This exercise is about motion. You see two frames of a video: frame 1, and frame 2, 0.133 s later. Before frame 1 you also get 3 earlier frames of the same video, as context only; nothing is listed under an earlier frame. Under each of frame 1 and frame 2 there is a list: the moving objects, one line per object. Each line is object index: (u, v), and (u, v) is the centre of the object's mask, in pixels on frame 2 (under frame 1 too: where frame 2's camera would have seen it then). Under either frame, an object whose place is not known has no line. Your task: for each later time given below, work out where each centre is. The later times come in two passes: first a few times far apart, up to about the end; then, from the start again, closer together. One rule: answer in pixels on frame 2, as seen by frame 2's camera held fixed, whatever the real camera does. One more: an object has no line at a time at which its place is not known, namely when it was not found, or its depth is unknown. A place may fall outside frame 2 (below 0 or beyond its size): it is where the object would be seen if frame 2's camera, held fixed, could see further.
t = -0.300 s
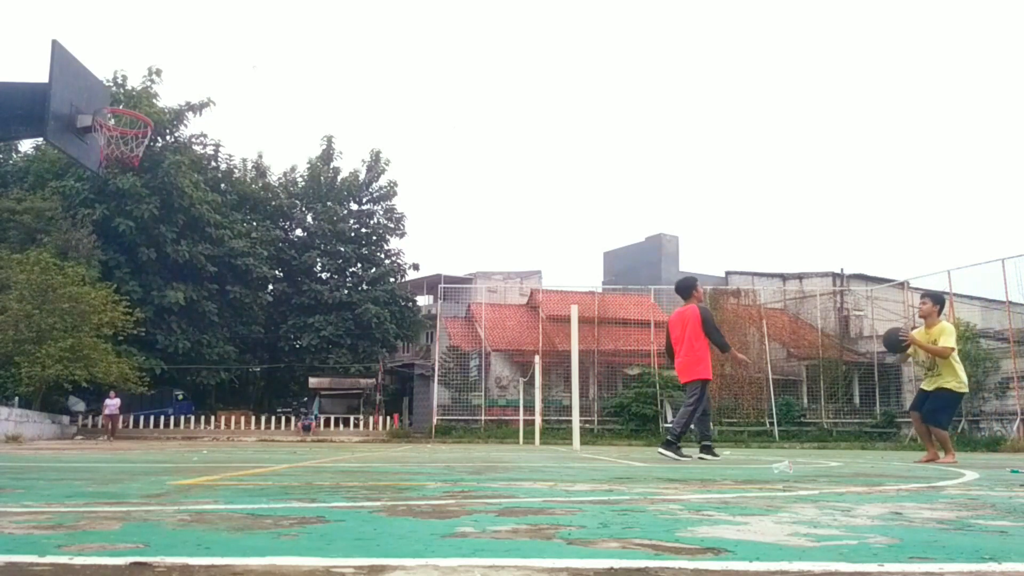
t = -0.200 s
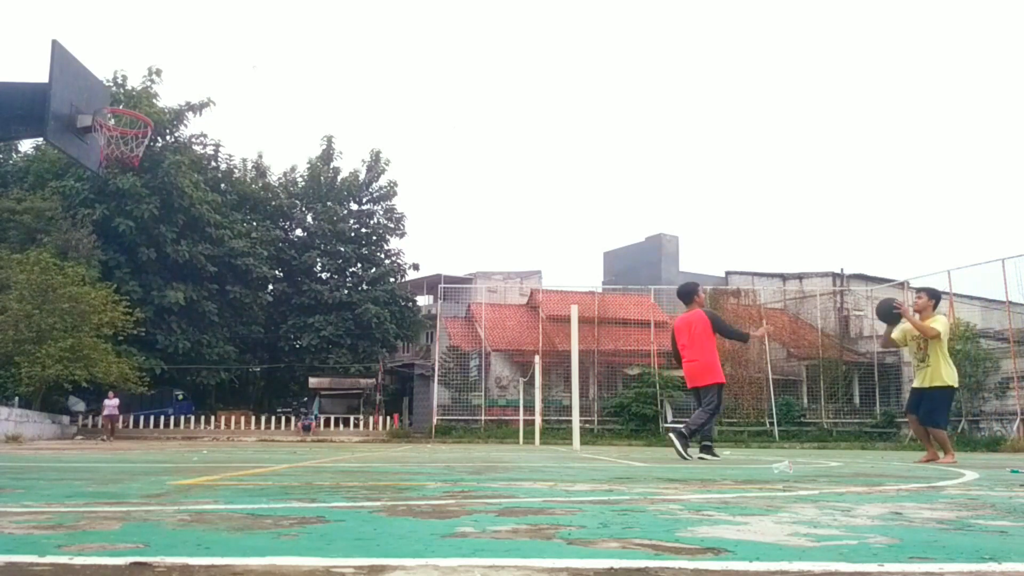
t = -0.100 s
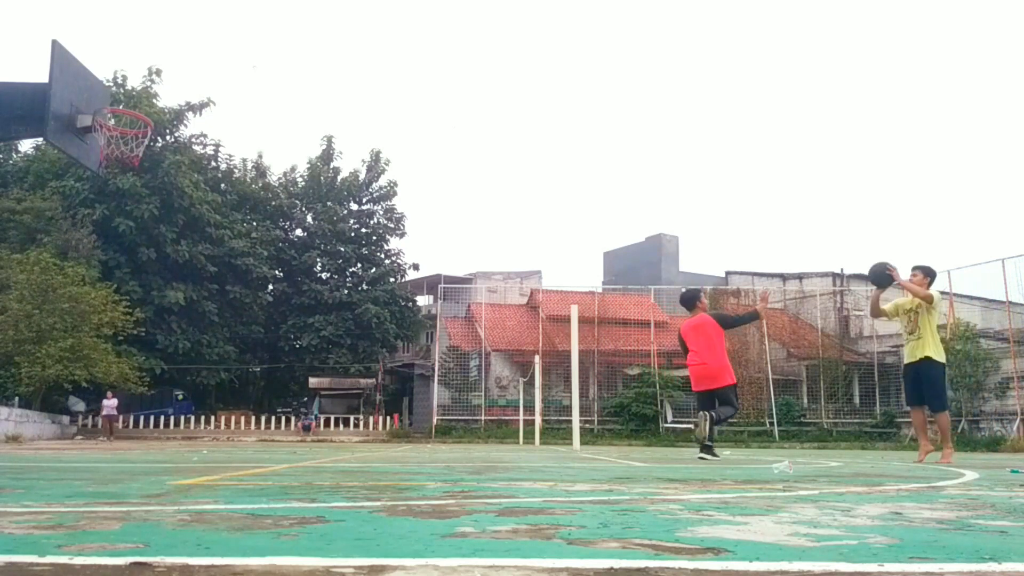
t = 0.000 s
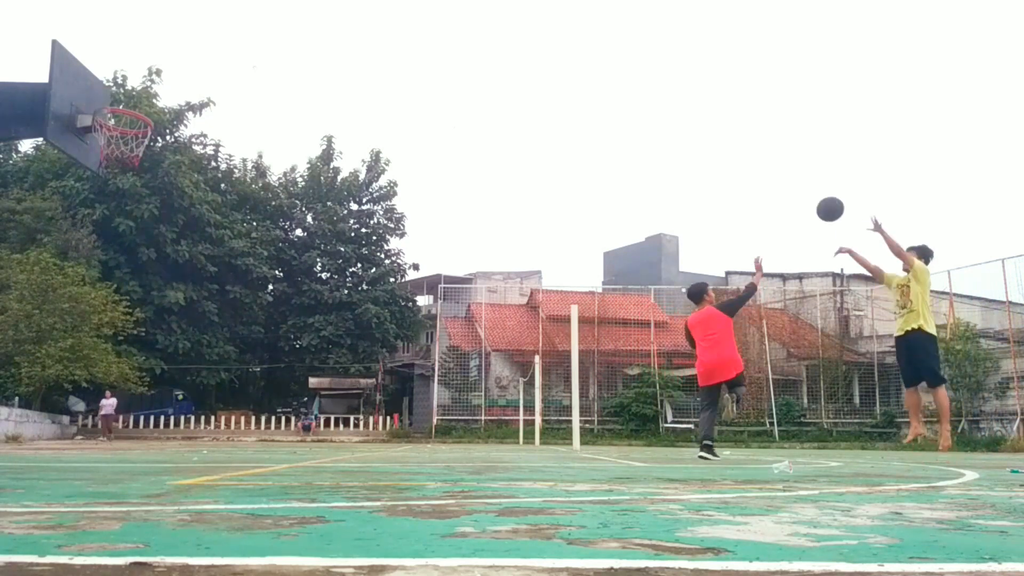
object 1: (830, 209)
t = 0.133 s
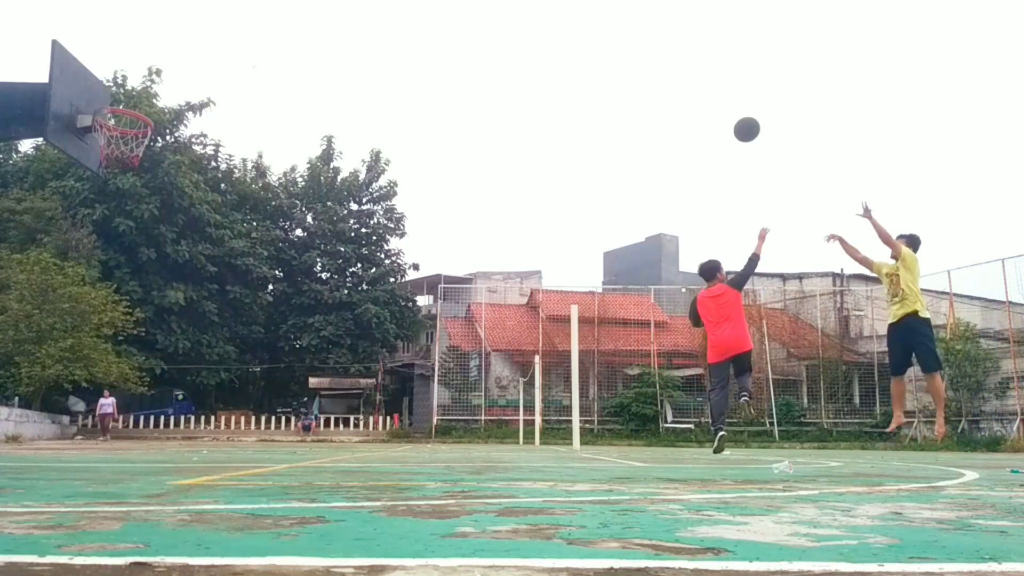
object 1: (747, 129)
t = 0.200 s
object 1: (706, 97)
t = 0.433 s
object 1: (567, 17)
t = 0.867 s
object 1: (311, 12)
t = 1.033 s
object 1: (209, 60)
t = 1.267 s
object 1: (109, 133)
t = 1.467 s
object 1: (155, 141)
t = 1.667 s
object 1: (160, 160)
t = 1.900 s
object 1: (155, 230)
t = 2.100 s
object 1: (148, 333)
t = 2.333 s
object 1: (138, 396)
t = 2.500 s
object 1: (134, 315)
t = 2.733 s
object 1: (125, 253)
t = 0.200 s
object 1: (706, 97)
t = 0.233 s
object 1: (686, 82)
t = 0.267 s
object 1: (666, 68)
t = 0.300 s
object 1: (646, 56)
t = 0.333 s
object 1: (626, 45)
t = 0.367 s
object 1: (606, 34)
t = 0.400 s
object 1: (587, 25)
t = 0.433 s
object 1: (567, 17)
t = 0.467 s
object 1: (547, 11)
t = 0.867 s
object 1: (311, 12)
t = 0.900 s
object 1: (290, 19)
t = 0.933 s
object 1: (270, 27)
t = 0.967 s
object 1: (250, 37)
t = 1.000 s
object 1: (229, 48)
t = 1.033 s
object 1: (209, 60)
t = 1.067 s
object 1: (188, 74)
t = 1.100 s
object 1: (167, 89)
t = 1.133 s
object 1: (146, 104)
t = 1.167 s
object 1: (125, 124)
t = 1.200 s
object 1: (119, 125)
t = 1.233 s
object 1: (104, 129)
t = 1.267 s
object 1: (109, 133)
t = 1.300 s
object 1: (116, 141)
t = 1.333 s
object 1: (126, 145)
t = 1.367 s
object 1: (136, 142)
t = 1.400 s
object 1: (146, 142)
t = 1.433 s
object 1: (151, 140)
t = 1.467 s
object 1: (155, 141)
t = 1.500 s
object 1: (158, 143)
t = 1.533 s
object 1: (160, 145)
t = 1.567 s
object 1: (161, 147)
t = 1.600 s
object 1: (160, 151)
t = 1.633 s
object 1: (161, 155)
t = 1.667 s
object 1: (160, 160)
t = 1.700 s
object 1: (160, 165)
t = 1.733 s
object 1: (159, 173)
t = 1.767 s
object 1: (159, 181)
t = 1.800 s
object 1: (160, 193)
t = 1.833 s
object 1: (158, 205)
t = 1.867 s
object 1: (156, 215)
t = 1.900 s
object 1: (155, 230)
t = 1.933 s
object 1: (155, 243)
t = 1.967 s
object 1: (153, 258)
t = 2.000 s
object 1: (151, 276)
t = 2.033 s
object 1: (151, 292)
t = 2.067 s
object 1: (149, 312)
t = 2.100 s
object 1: (148, 333)
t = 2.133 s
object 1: (146, 354)
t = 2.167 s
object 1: (146, 376)
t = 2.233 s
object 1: (141, 425)
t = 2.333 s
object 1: (138, 396)
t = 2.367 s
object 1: (139, 377)
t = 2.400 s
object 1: (138, 360)
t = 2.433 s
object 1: (136, 344)
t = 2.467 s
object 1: (136, 328)
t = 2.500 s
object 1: (134, 315)
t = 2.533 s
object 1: (133, 303)
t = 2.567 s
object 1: (133, 292)
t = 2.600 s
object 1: (131, 282)
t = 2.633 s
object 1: (129, 273)
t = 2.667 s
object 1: (128, 263)
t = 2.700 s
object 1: (127, 257)
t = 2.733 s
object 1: (125, 253)
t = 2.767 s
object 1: (124, 248)
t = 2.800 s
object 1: (122, 244)
